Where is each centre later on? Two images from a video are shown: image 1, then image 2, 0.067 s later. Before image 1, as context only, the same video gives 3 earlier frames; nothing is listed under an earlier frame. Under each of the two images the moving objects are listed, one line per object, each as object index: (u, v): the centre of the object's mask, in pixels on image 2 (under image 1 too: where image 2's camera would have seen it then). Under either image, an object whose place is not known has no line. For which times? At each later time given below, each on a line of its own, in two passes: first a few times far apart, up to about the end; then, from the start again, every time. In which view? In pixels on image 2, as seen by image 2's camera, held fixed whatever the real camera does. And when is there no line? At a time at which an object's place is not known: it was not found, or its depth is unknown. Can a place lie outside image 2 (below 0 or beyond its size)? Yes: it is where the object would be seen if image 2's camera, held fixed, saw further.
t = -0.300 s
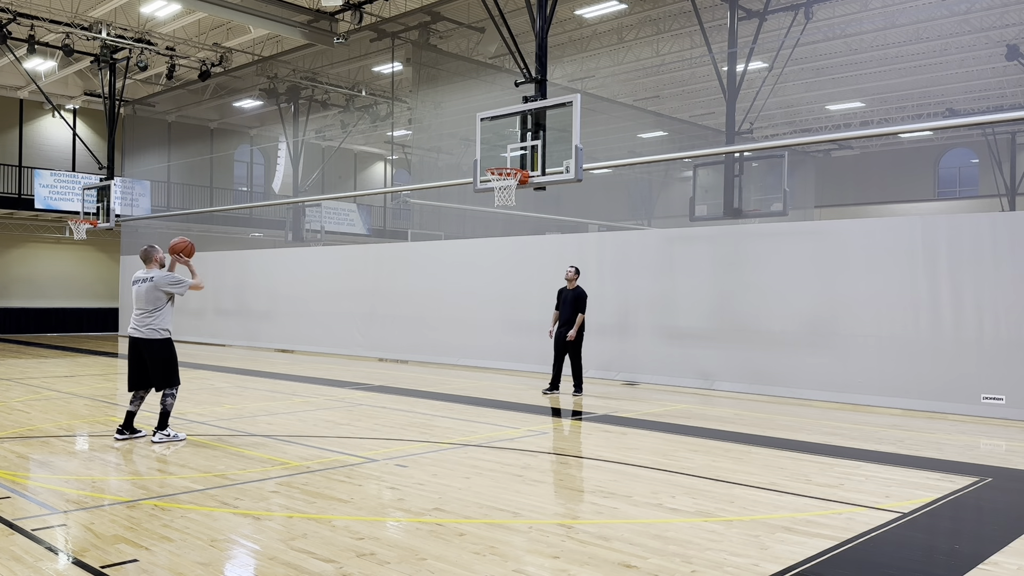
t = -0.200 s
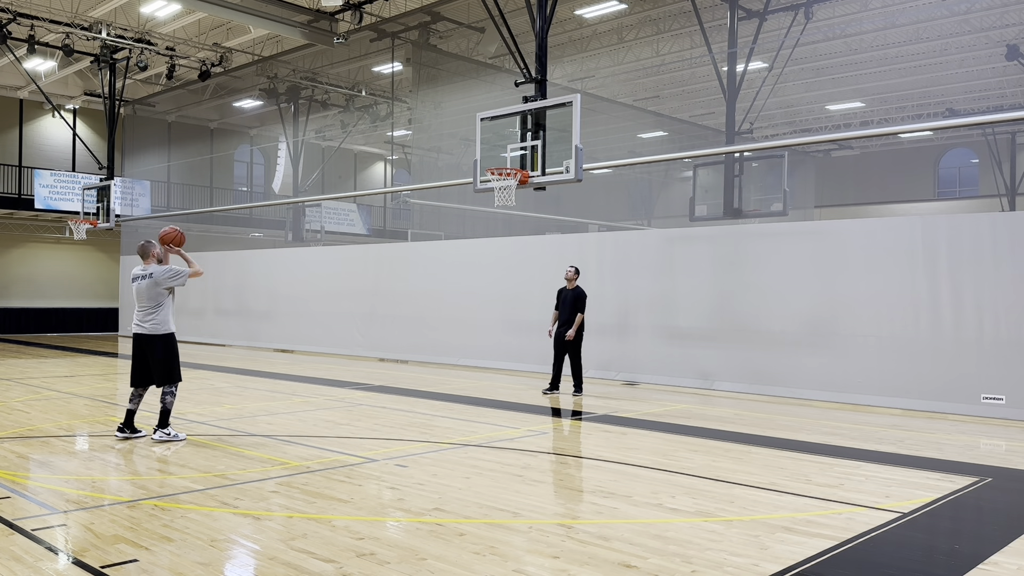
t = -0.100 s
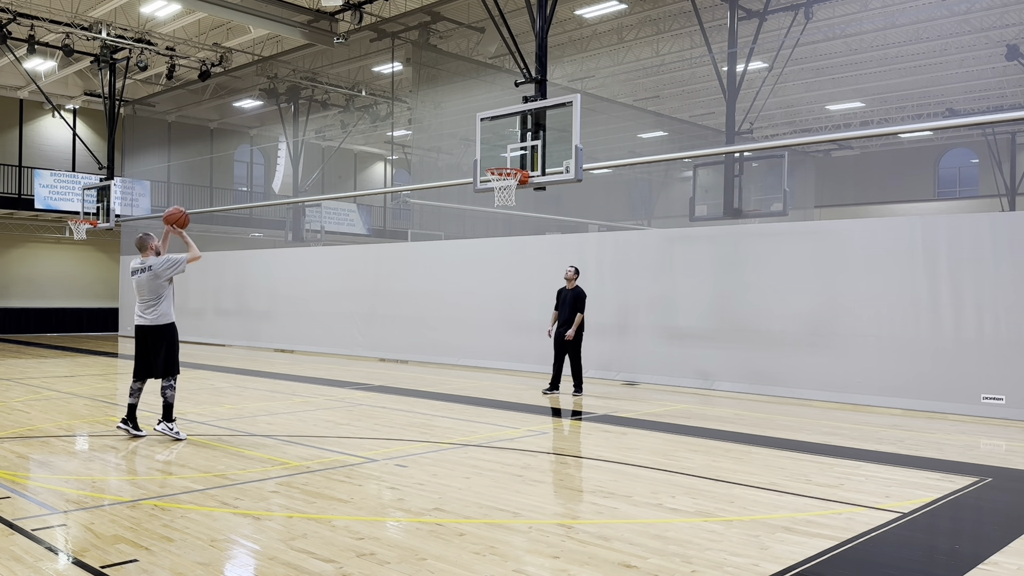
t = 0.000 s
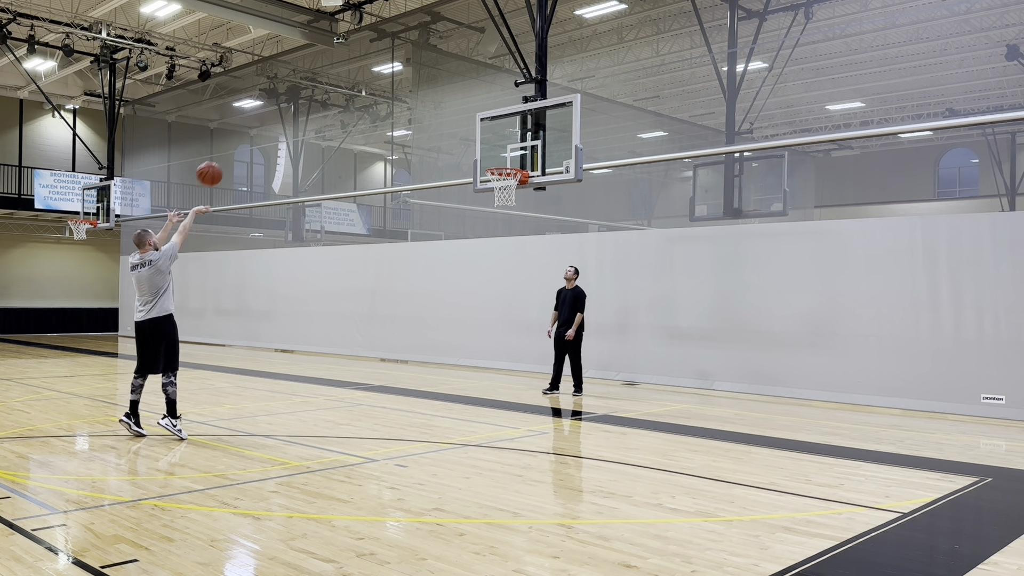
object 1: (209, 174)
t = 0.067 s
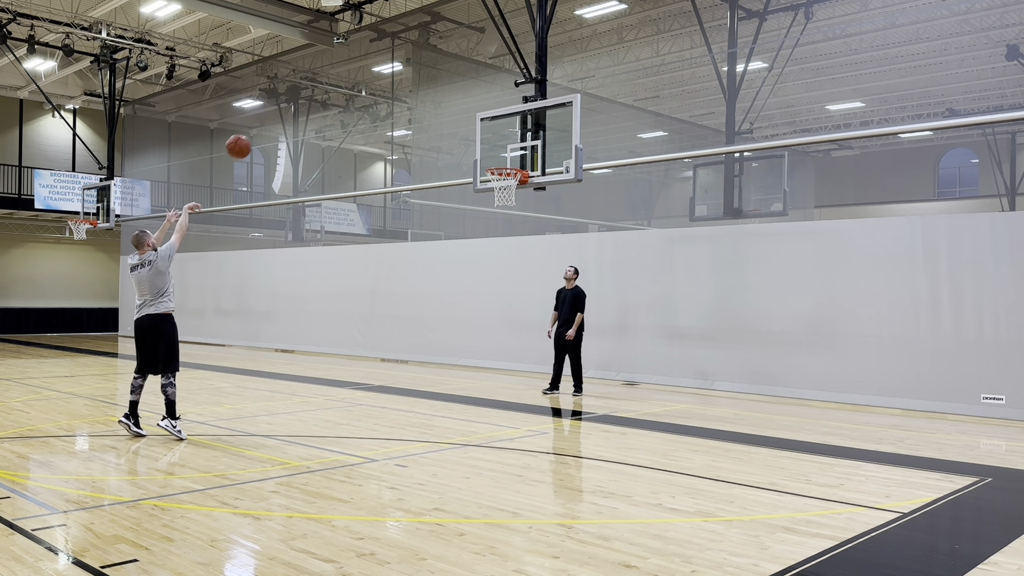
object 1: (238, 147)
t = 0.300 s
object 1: (329, 92)
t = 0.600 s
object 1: (425, 96)
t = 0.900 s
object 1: (503, 162)
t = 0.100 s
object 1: (252, 135)
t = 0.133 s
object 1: (266, 125)
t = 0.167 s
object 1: (280, 116)
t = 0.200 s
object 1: (292, 108)
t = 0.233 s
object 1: (305, 101)
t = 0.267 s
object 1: (317, 96)
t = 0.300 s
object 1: (329, 92)
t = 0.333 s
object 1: (341, 88)
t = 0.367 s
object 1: (352, 86)
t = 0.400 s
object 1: (363, 85)
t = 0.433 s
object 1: (374, 84)
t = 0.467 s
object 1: (385, 85)
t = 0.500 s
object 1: (395, 86)
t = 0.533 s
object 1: (405, 89)
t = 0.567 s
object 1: (415, 92)
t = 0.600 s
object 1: (425, 96)
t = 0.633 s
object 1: (435, 101)
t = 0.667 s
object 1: (444, 106)
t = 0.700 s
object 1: (453, 113)
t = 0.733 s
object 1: (462, 120)
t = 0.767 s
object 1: (470, 128)
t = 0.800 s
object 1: (479, 136)
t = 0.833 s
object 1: (487, 146)
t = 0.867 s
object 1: (495, 155)
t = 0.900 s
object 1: (503, 162)
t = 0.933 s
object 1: (510, 177)
